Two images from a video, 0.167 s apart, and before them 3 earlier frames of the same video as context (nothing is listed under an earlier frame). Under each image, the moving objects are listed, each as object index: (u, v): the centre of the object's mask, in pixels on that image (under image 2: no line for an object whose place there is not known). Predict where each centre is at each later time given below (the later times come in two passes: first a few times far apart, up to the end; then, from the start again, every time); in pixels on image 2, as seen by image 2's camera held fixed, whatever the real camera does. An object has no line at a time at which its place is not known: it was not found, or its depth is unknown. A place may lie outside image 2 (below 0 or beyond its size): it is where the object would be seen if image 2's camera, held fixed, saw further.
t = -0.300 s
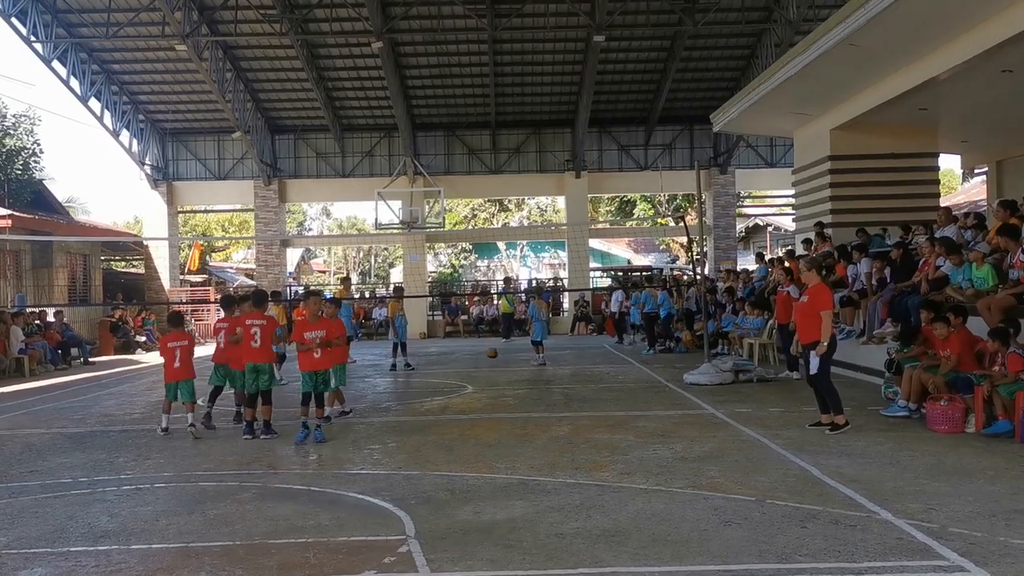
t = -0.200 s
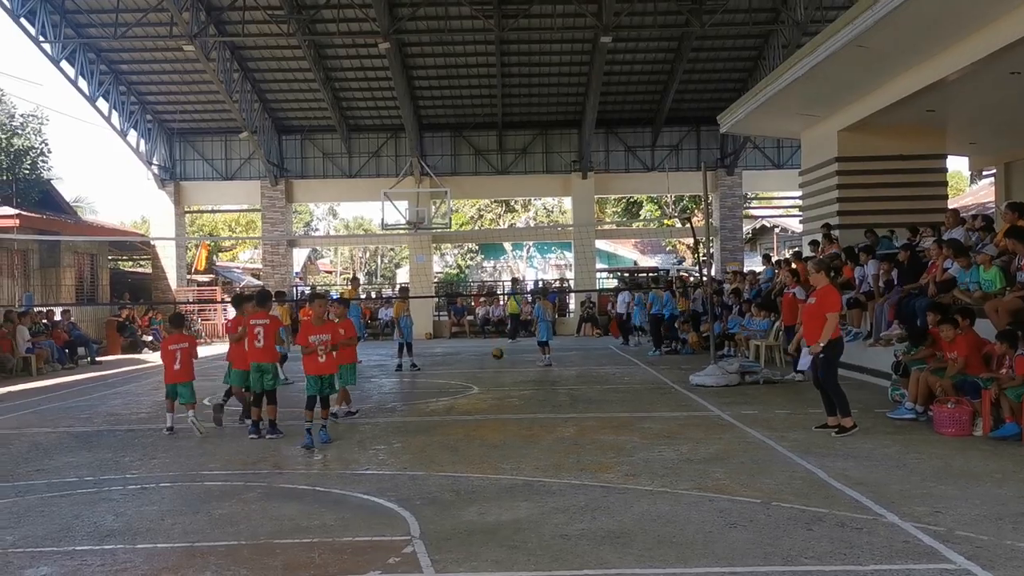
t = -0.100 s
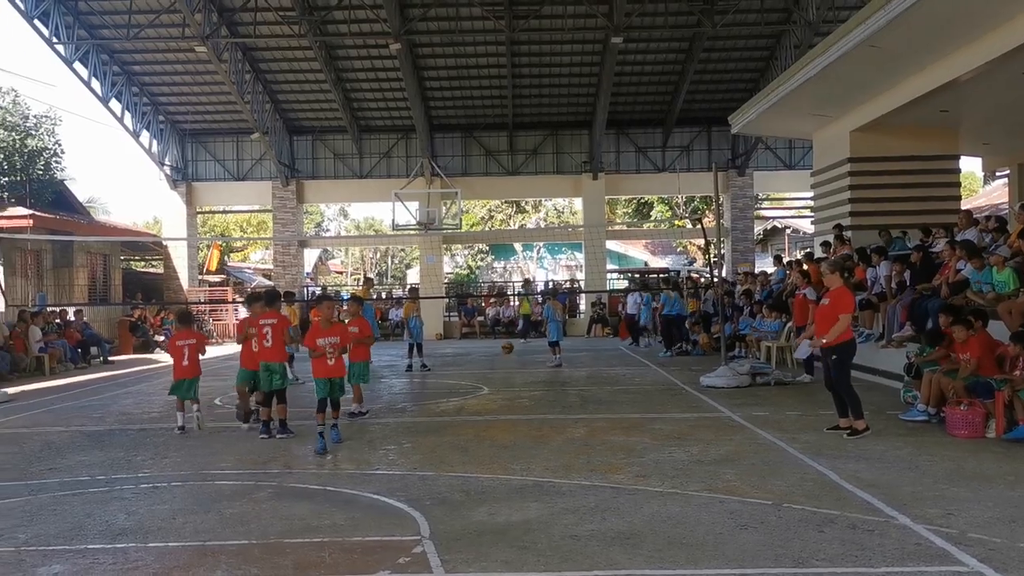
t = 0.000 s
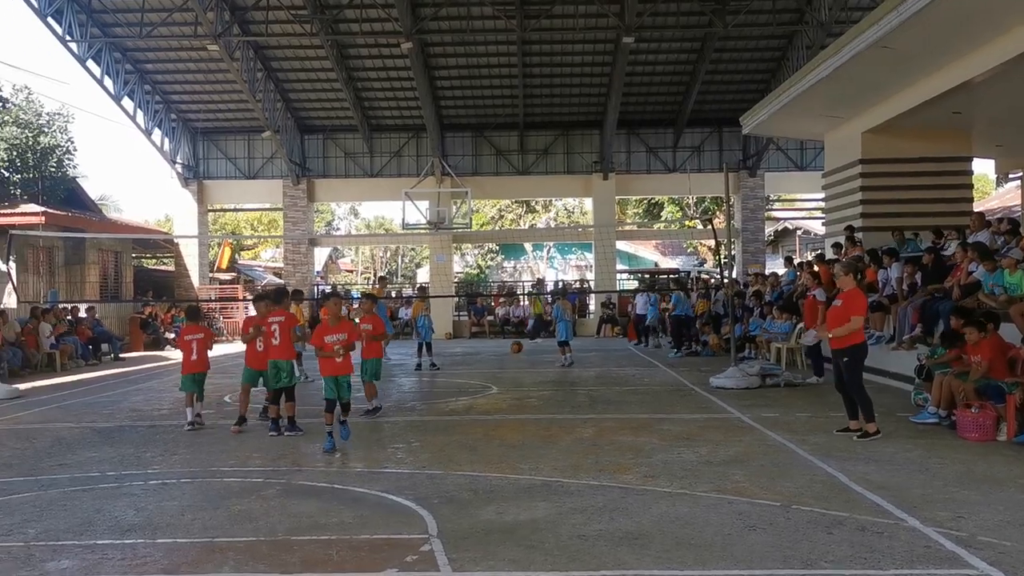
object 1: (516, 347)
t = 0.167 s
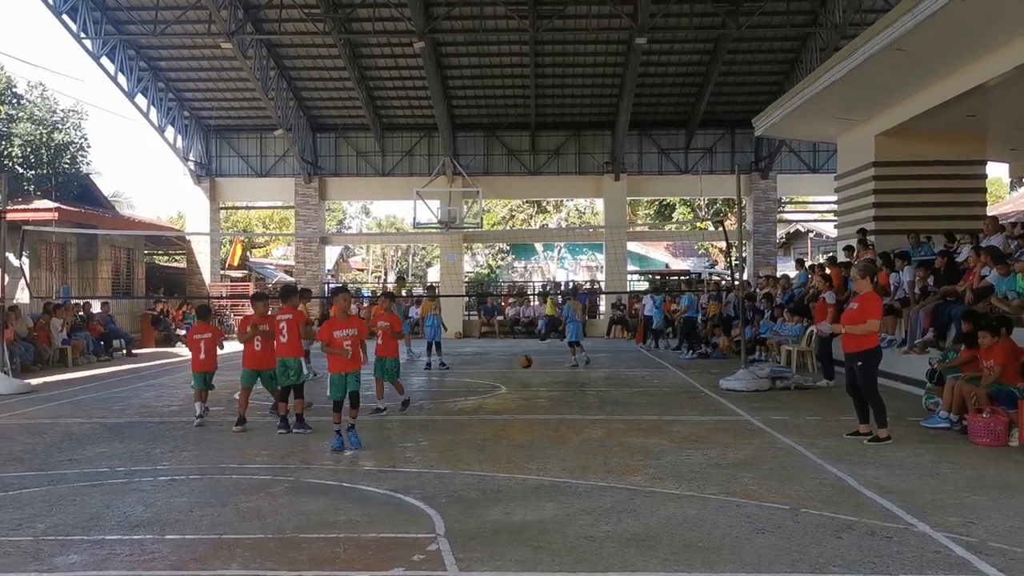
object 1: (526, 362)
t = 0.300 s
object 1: (525, 370)
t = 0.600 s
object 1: (524, 382)
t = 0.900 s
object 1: (524, 395)
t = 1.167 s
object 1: (525, 413)
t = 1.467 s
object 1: (528, 443)
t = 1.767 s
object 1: (535, 470)
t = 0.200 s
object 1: (526, 367)
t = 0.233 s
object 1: (526, 373)
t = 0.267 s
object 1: (526, 373)
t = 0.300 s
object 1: (525, 370)
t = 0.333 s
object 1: (525, 368)
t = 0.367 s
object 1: (525, 366)
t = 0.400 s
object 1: (525, 366)
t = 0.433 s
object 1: (524, 366)
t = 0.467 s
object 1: (525, 367)
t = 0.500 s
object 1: (524, 369)
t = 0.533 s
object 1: (525, 372)
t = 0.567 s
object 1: (524, 376)
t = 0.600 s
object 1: (524, 382)
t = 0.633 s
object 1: (524, 387)
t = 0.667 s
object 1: (523, 390)
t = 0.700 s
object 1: (524, 388)
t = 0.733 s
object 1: (524, 387)
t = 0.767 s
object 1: (524, 386)
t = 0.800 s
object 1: (524, 387)
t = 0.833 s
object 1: (524, 389)
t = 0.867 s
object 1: (525, 391)
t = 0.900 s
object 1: (524, 395)
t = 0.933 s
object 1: (525, 401)
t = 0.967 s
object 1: (525, 404)
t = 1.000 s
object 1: (525, 403)
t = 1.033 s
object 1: (525, 403)
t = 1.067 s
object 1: (525, 404)
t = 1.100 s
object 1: (525, 405)
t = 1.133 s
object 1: (525, 408)
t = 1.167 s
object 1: (525, 413)
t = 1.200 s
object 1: (525, 419)
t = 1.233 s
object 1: (526, 422)
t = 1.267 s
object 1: (526, 421)
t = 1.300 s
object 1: (526, 421)
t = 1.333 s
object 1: (526, 423)
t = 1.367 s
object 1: (527, 426)
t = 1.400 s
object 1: (527, 430)
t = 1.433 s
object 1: (528, 436)
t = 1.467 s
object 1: (528, 443)
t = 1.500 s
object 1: (529, 443)
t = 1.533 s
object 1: (529, 444)
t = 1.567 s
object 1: (530, 445)
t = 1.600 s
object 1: (531, 449)
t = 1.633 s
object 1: (532, 454)
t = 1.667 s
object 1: (533, 461)
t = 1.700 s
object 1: (533, 470)
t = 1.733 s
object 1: (534, 470)
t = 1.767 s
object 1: (535, 470)
